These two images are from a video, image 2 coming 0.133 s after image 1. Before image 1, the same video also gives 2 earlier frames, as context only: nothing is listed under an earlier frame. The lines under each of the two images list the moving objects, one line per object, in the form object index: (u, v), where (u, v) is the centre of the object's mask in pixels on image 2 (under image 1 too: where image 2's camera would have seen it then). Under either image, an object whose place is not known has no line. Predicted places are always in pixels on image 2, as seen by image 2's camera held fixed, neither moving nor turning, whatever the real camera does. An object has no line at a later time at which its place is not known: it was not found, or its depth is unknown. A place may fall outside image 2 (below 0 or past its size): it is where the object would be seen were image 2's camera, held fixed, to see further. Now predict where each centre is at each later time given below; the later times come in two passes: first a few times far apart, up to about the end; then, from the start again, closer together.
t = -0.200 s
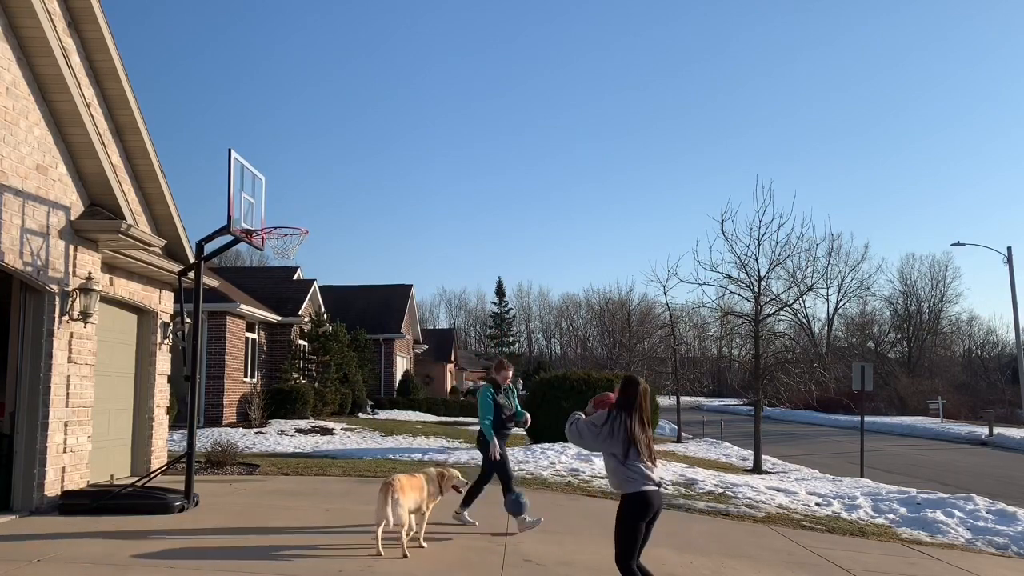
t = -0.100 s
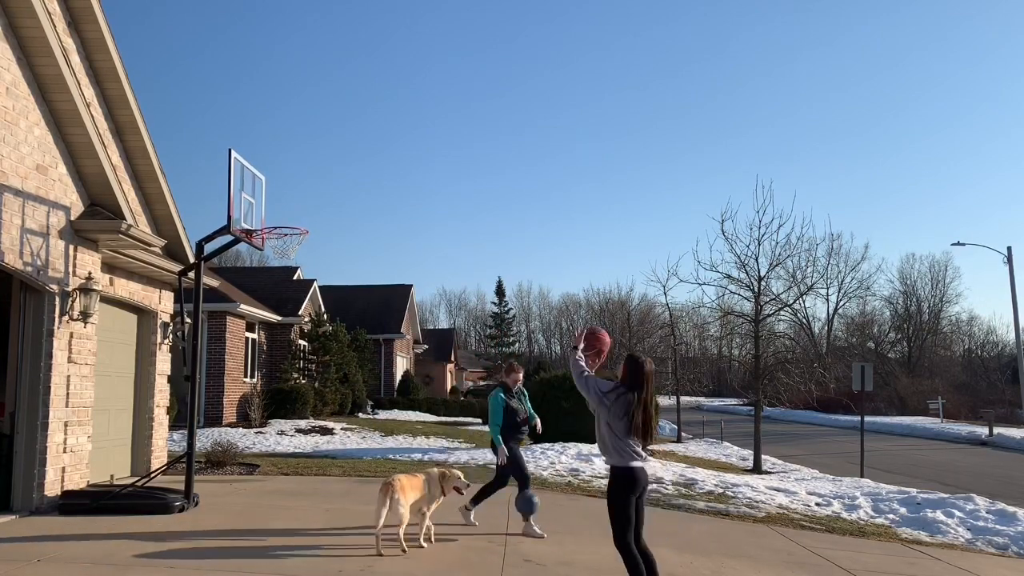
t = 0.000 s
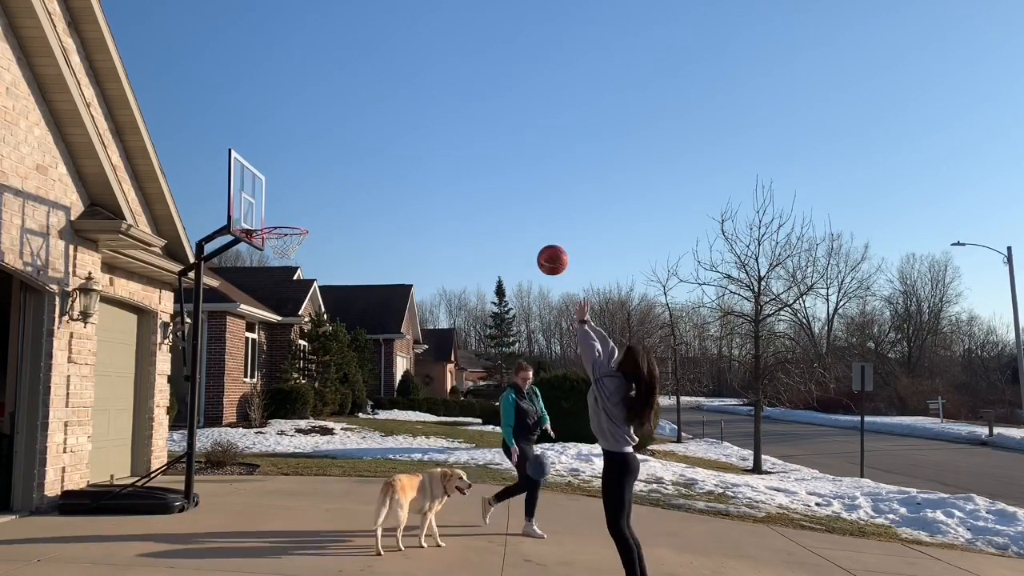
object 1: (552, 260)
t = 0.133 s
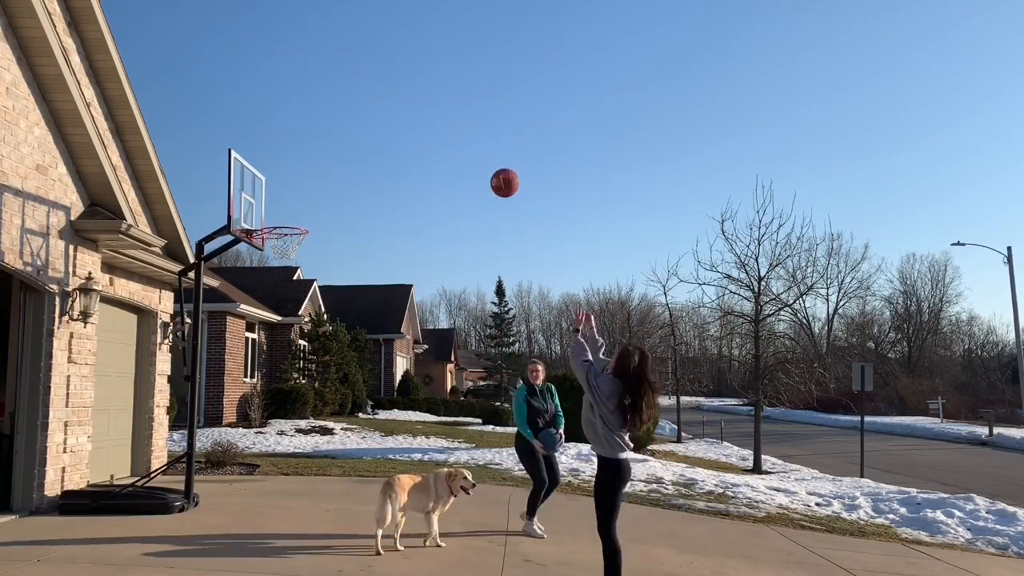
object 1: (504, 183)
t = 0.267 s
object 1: (464, 136)
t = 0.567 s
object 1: (388, 113)
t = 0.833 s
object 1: (333, 166)
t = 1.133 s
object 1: (281, 219)
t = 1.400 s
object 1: (282, 208)
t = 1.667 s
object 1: (307, 221)
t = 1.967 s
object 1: (325, 266)
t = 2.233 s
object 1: (339, 370)
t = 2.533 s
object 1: (358, 456)
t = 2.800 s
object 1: (386, 373)
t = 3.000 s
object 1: (405, 351)
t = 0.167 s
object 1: (494, 168)
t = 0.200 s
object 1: (484, 156)
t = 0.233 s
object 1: (474, 145)
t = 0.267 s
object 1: (464, 136)
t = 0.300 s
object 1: (455, 128)
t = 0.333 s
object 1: (446, 121)
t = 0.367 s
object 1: (437, 117)
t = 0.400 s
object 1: (429, 113)
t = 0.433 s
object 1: (420, 110)
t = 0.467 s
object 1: (412, 109)
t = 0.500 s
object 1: (404, 110)
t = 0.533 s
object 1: (396, 111)
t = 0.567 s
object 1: (388, 113)
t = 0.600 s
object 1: (381, 116)
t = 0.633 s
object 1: (374, 120)
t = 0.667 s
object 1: (367, 126)
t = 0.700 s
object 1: (360, 132)
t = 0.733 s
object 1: (353, 139)
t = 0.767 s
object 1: (346, 147)
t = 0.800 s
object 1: (340, 156)
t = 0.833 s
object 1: (333, 166)
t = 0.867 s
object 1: (327, 176)
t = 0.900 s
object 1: (320, 187)
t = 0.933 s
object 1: (314, 200)
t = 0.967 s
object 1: (308, 212)
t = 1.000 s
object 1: (303, 221)
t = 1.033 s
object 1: (297, 222)
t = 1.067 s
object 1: (292, 224)
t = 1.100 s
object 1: (286, 224)
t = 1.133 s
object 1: (281, 219)
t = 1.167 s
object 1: (276, 216)
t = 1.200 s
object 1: (271, 213)
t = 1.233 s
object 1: (267, 211)
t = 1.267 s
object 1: (266, 210)
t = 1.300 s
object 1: (270, 208)
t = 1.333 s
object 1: (274, 207)
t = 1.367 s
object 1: (278, 207)
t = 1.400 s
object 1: (282, 208)
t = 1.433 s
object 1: (286, 211)
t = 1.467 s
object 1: (290, 214)
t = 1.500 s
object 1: (294, 218)
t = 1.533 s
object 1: (298, 223)
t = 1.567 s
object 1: (301, 223)
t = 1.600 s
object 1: (303, 221)
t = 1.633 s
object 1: (305, 221)
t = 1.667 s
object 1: (307, 221)
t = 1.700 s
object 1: (309, 222)
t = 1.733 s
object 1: (311, 224)
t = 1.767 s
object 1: (314, 228)
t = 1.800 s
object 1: (315, 232)
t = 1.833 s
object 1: (317, 237)
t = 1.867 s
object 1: (319, 242)
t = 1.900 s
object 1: (321, 249)
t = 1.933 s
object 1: (323, 257)
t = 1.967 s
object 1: (325, 266)
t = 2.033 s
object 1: (329, 286)
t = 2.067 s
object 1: (331, 297)
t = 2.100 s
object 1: (332, 310)
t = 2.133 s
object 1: (334, 323)
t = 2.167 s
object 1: (336, 338)
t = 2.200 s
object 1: (337, 354)
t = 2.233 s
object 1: (339, 370)
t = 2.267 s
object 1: (341, 387)
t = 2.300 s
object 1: (342, 406)
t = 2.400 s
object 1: (346, 468)
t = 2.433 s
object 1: (347, 490)
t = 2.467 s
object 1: (349, 488)
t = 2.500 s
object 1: (354, 471)
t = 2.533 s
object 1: (358, 456)
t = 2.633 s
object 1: (368, 416)
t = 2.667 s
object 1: (372, 405)
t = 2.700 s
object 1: (375, 396)
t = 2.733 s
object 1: (379, 387)
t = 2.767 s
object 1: (382, 379)
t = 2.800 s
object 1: (386, 373)
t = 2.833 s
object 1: (389, 367)
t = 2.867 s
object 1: (392, 361)
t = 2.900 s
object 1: (395, 357)
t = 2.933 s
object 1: (399, 355)
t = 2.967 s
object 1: (402, 352)
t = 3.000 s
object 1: (405, 351)
